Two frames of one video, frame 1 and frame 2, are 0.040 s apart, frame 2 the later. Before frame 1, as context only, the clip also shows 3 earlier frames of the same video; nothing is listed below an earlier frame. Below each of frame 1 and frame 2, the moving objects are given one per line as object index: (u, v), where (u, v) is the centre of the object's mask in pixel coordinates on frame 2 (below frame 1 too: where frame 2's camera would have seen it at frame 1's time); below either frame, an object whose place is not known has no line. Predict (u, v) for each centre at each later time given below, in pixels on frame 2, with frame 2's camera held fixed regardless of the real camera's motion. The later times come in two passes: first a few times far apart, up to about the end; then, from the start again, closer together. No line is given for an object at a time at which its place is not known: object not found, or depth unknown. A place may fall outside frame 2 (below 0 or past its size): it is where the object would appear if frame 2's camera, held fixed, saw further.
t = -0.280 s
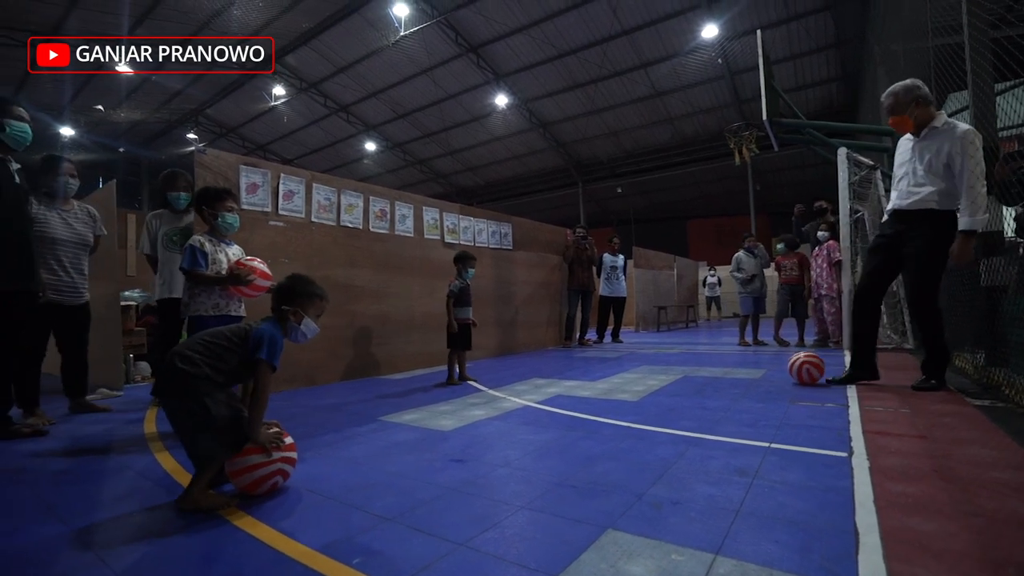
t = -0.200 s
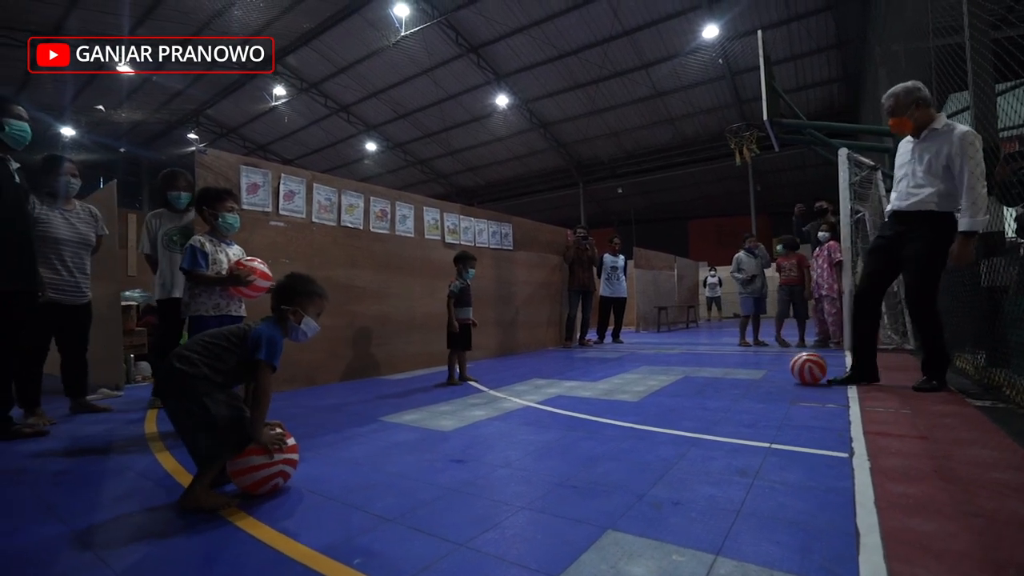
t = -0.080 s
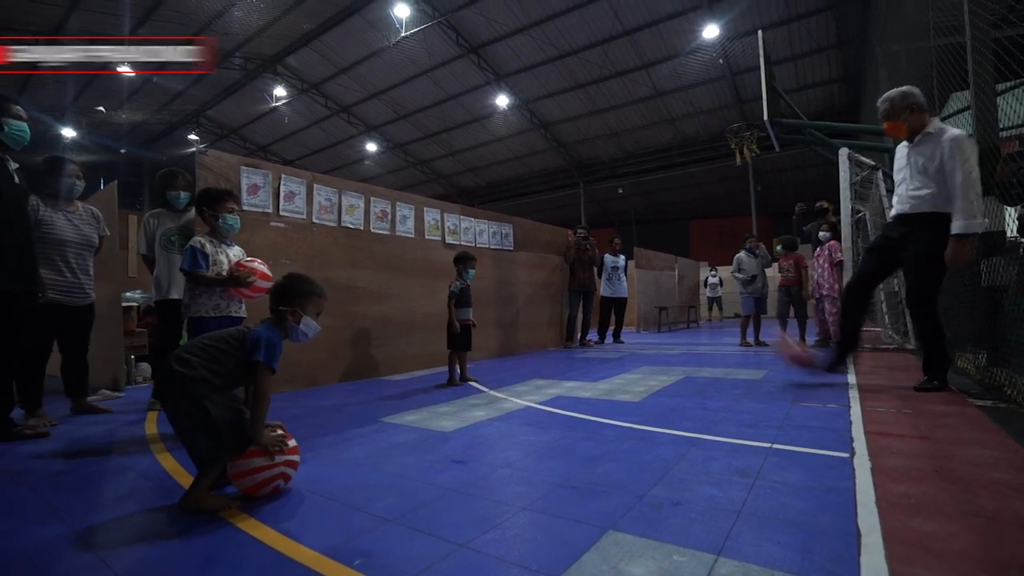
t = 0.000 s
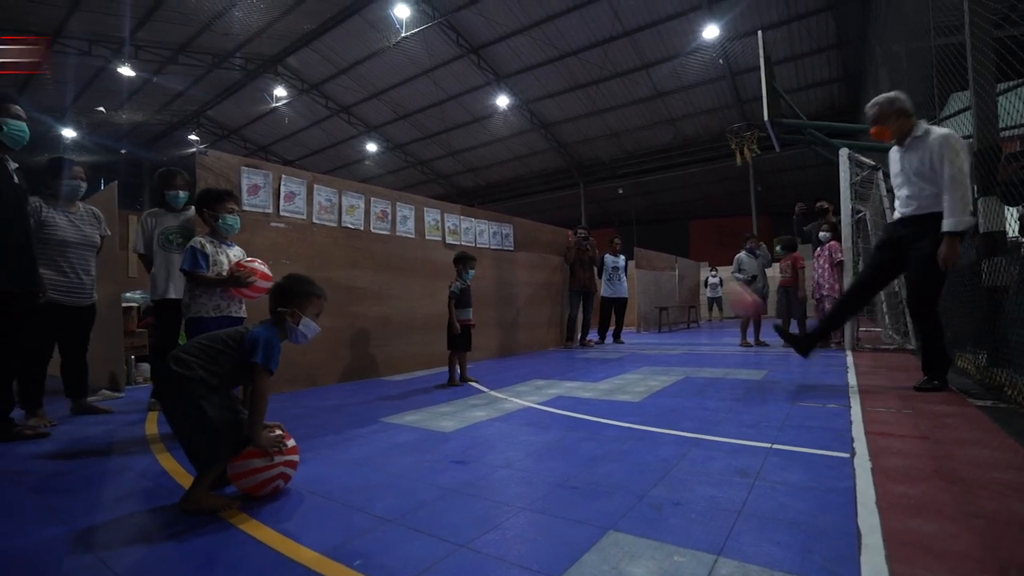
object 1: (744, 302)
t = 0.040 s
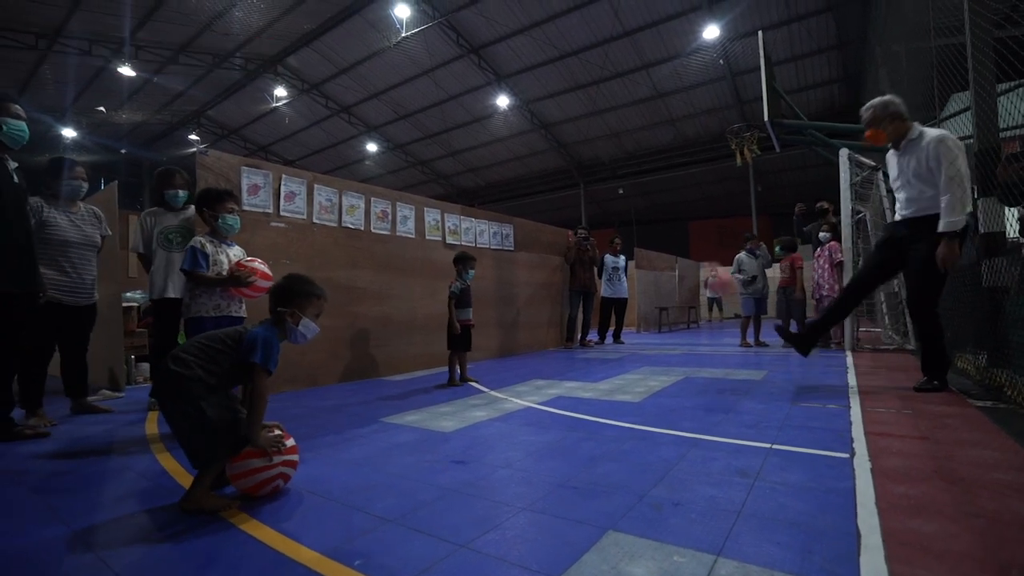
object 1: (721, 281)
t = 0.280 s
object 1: (618, 224)
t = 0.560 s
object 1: (538, 248)
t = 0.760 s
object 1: (498, 308)
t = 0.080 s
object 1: (699, 261)
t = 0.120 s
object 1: (681, 249)
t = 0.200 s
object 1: (647, 234)
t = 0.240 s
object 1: (632, 228)
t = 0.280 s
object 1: (618, 224)
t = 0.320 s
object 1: (605, 224)
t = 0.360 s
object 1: (592, 223)
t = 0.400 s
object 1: (580, 226)
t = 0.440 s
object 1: (568, 229)
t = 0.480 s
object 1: (558, 234)
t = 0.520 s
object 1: (548, 240)
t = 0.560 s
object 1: (538, 248)
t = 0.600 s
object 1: (528, 257)
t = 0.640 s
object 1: (520, 268)
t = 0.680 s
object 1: (512, 281)
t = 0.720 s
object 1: (506, 293)
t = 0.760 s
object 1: (498, 308)
